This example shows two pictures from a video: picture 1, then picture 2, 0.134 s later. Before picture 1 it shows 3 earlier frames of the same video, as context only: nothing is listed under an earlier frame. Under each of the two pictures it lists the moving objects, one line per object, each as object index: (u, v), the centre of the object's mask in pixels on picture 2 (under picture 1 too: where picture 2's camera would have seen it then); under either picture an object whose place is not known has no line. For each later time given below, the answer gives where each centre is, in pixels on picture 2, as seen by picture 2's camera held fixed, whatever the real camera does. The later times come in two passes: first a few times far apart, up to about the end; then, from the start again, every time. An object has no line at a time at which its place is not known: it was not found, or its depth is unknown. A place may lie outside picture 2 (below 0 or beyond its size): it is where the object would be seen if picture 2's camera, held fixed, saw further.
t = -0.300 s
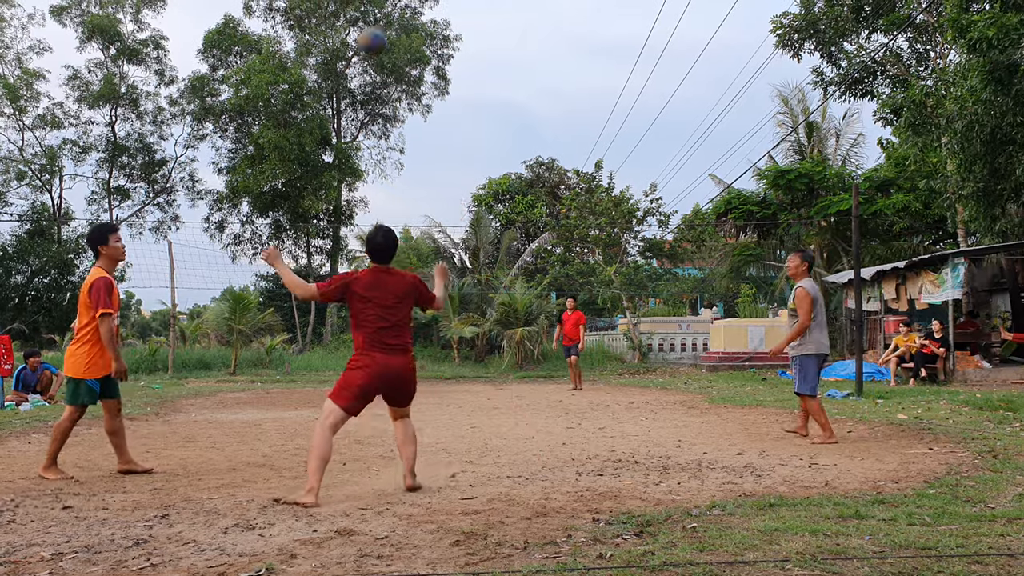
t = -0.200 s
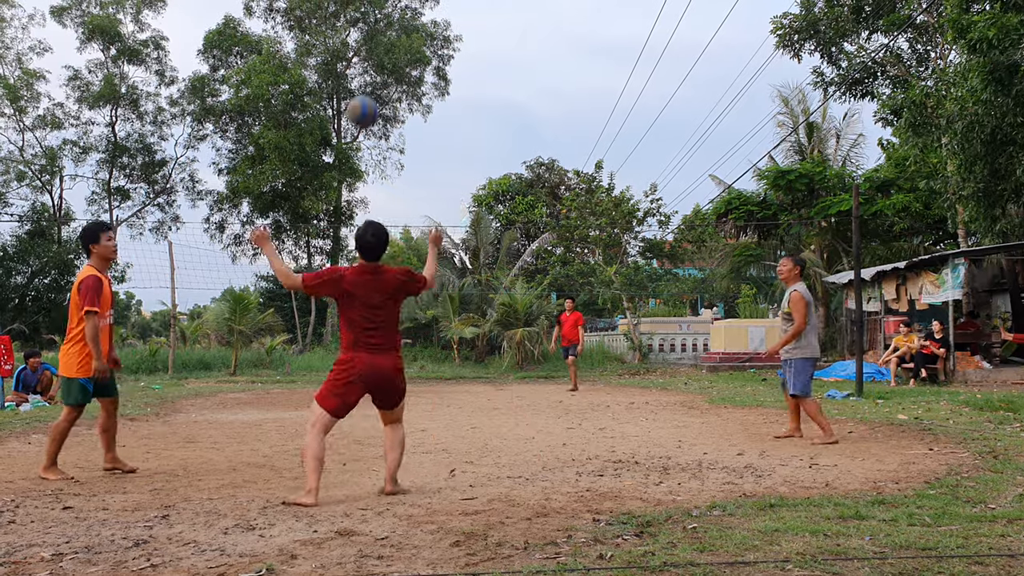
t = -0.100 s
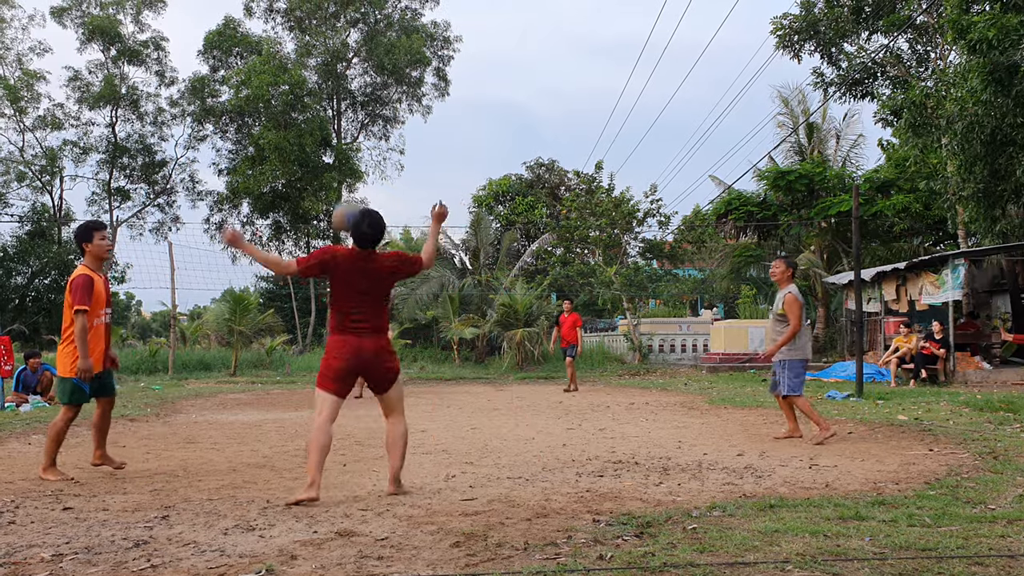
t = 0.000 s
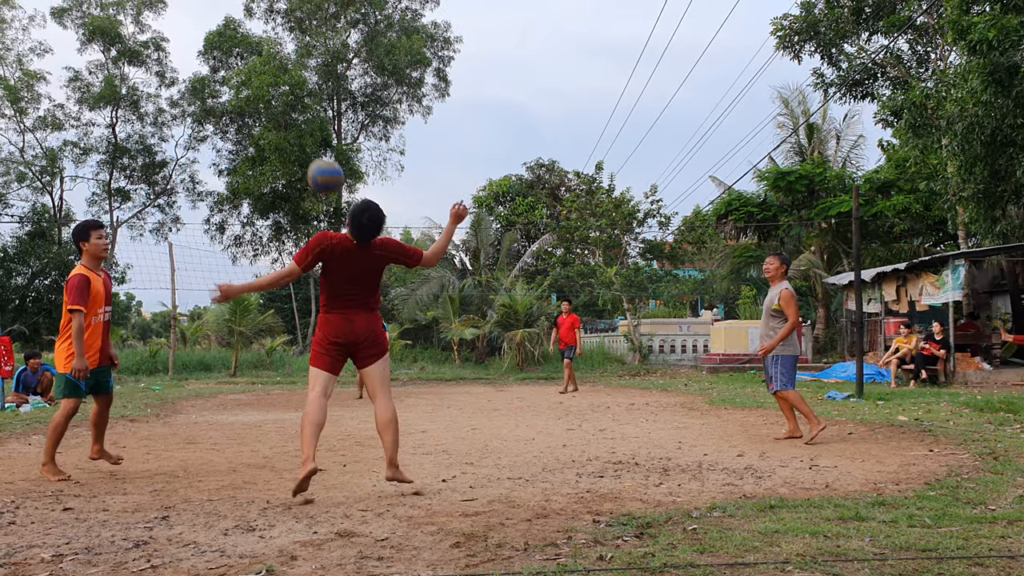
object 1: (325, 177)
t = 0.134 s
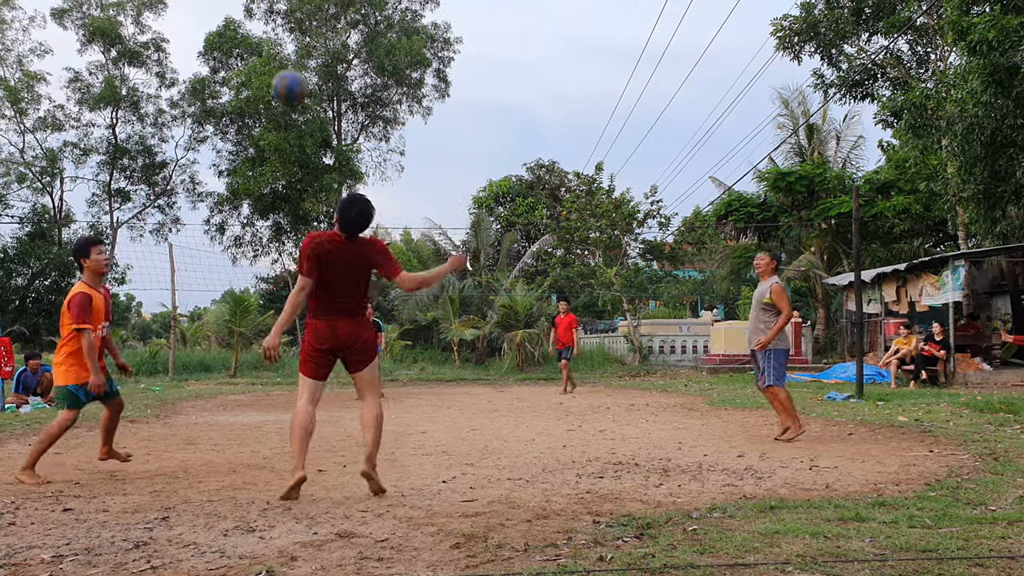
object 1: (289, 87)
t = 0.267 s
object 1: (258, 30)
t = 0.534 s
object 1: (200, 7)
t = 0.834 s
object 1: (138, 96)
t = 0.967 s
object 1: (114, 178)
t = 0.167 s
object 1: (280, 70)
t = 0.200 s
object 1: (273, 55)
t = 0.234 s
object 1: (265, 42)
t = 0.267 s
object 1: (258, 30)
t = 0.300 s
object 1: (250, 21)
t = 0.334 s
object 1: (242, 14)
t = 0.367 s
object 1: (235, 10)
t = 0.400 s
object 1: (228, 8)
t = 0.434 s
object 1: (221, 7)
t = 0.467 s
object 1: (214, 6)
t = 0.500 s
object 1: (207, 7)
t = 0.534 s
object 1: (200, 7)
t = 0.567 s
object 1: (193, 9)
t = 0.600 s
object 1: (186, 13)
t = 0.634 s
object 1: (179, 19)
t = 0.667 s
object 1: (172, 29)
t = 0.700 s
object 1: (165, 39)
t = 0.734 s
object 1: (158, 51)
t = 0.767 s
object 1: (151, 64)
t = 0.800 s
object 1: (145, 80)
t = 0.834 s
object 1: (138, 96)
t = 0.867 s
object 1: (132, 115)
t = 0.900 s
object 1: (125, 135)
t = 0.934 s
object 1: (120, 155)
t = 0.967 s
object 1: (114, 178)
